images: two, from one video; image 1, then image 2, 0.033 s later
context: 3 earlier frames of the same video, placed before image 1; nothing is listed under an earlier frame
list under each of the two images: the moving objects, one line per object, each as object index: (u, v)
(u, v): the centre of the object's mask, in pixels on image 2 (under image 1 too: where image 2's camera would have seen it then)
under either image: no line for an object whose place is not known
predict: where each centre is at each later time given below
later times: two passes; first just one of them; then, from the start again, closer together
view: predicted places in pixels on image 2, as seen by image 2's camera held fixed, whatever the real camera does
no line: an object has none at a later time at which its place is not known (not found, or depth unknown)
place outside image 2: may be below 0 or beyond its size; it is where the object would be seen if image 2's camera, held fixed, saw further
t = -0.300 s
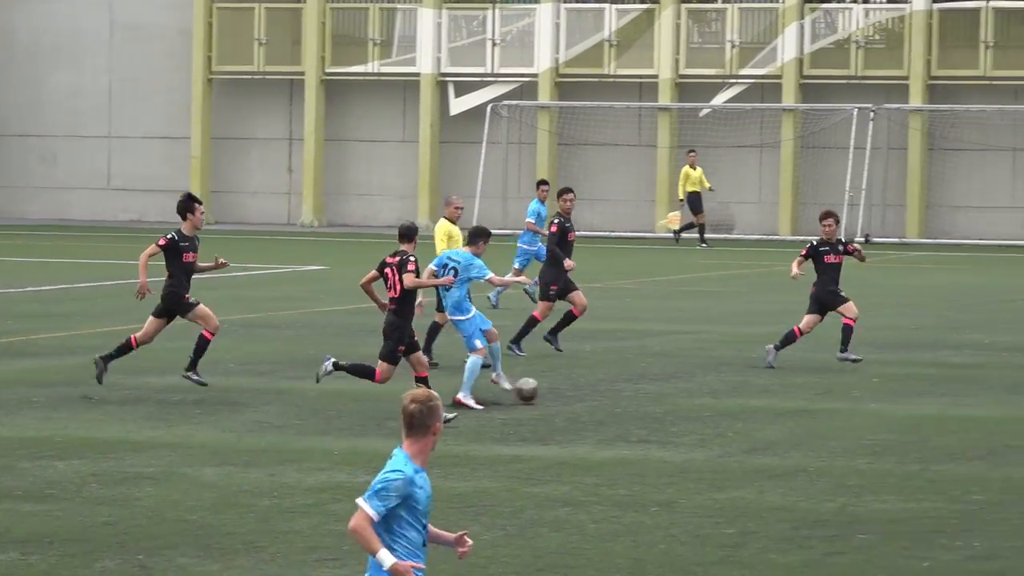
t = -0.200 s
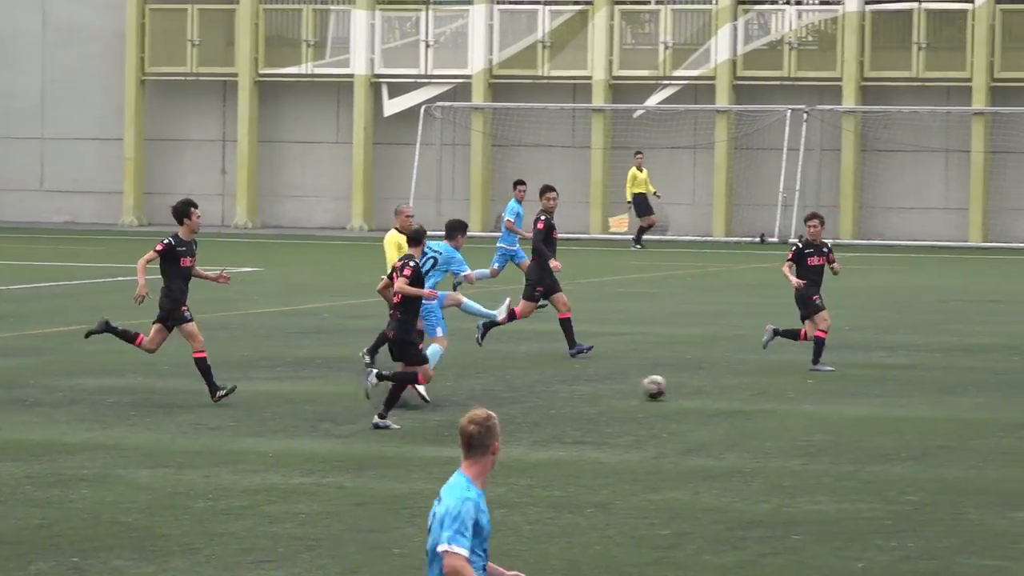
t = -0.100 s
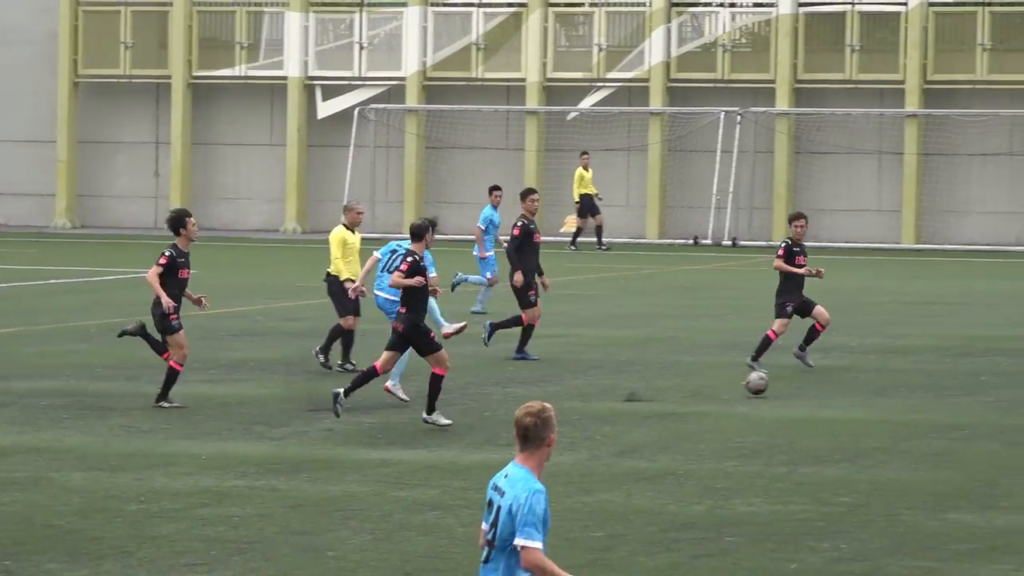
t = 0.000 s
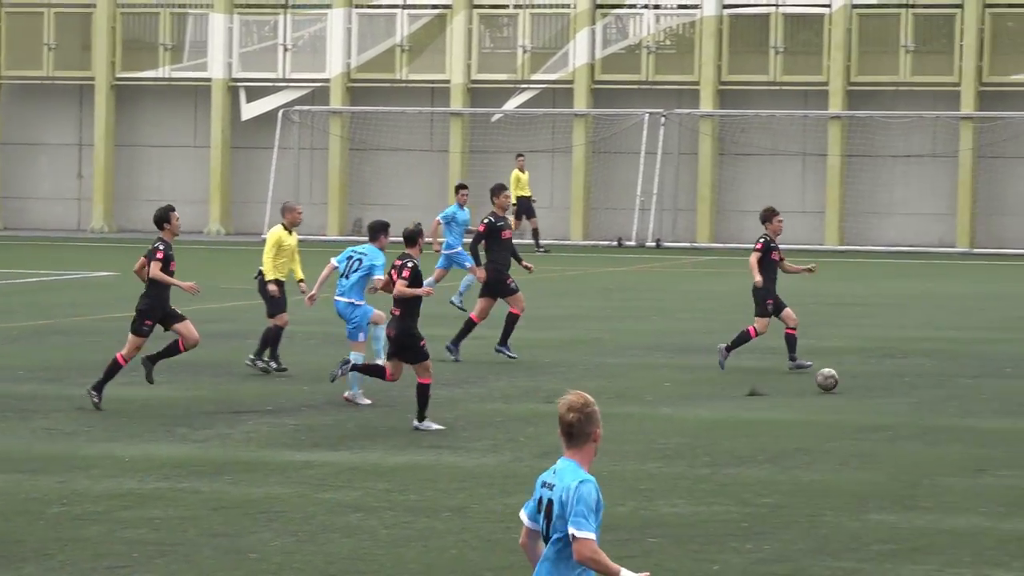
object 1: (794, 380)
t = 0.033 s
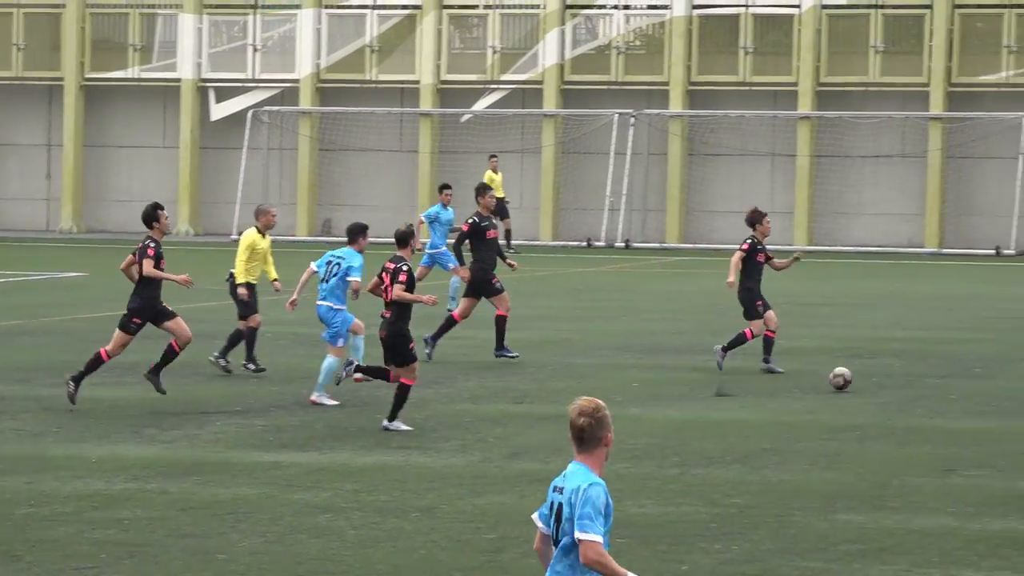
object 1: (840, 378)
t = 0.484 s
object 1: (1326, 364)
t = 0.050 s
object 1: (864, 378)
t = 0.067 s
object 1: (887, 378)
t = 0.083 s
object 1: (909, 376)
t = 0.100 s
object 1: (931, 374)
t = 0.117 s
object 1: (953, 371)
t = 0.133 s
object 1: (974, 370)
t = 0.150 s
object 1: (998, 368)
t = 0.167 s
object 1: (1018, 369)
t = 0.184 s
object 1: (1038, 370)
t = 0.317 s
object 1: (1177, 372)
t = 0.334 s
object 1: (1191, 374)
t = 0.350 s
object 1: (1206, 376)
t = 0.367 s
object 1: (1221, 376)
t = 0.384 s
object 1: (1237, 376)
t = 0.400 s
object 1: (1252, 376)
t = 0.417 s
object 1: (1267, 375)
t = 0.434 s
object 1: (1282, 371)
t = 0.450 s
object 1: (1297, 368)
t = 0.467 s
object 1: (1311, 366)
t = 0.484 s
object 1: (1326, 364)
